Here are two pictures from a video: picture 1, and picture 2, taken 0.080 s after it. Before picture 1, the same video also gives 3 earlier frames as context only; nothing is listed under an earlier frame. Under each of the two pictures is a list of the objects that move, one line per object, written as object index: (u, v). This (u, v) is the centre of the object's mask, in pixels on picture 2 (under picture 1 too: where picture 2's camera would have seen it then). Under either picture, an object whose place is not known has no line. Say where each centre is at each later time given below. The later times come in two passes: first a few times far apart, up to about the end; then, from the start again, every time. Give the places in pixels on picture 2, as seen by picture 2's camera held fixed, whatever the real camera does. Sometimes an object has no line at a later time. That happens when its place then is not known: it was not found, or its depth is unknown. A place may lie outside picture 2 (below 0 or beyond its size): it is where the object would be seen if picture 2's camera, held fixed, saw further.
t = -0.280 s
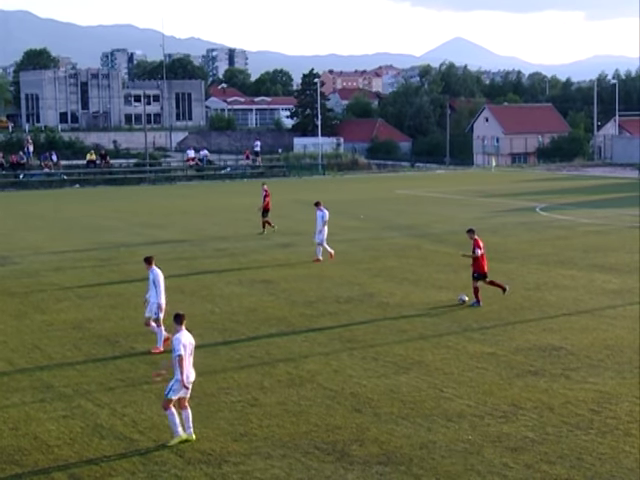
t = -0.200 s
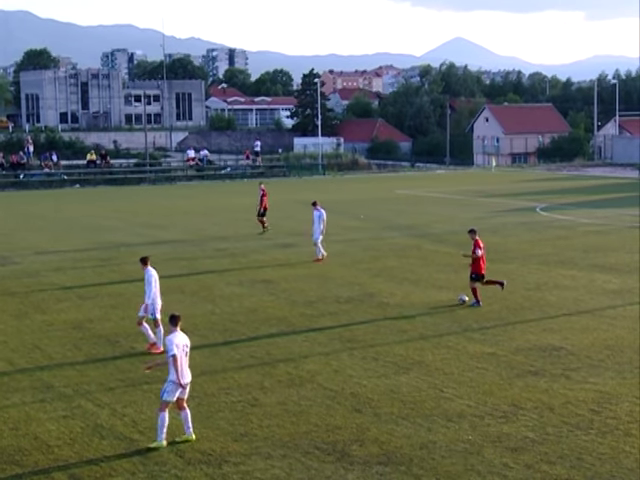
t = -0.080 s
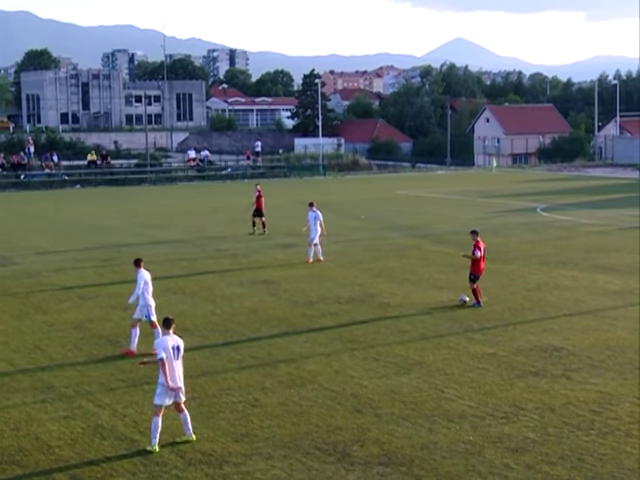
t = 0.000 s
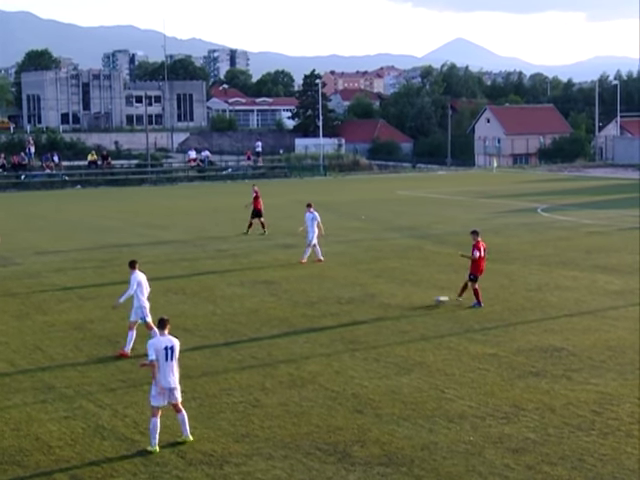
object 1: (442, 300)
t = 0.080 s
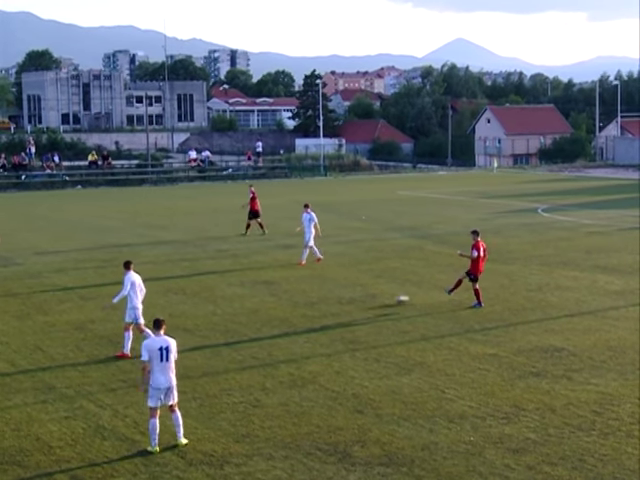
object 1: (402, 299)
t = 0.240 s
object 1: (331, 297)
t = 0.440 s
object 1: (258, 296)
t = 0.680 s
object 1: (187, 294)
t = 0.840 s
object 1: (145, 295)
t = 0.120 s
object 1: (382, 298)
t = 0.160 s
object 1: (364, 298)
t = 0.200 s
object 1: (347, 298)
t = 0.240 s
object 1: (331, 297)
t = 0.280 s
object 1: (316, 297)
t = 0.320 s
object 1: (300, 297)
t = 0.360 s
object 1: (284, 298)
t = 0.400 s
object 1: (270, 296)
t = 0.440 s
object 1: (258, 296)
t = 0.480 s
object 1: (244, 296)
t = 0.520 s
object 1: (232, 297)
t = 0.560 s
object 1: (220, 296)
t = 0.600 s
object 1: (209, 294)
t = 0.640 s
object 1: (198, 293)
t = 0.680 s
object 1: (187, 294)
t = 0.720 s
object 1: (176, 294)
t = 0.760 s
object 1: (165, 295)
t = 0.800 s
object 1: (155, 296)
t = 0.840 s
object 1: (145, 295)
